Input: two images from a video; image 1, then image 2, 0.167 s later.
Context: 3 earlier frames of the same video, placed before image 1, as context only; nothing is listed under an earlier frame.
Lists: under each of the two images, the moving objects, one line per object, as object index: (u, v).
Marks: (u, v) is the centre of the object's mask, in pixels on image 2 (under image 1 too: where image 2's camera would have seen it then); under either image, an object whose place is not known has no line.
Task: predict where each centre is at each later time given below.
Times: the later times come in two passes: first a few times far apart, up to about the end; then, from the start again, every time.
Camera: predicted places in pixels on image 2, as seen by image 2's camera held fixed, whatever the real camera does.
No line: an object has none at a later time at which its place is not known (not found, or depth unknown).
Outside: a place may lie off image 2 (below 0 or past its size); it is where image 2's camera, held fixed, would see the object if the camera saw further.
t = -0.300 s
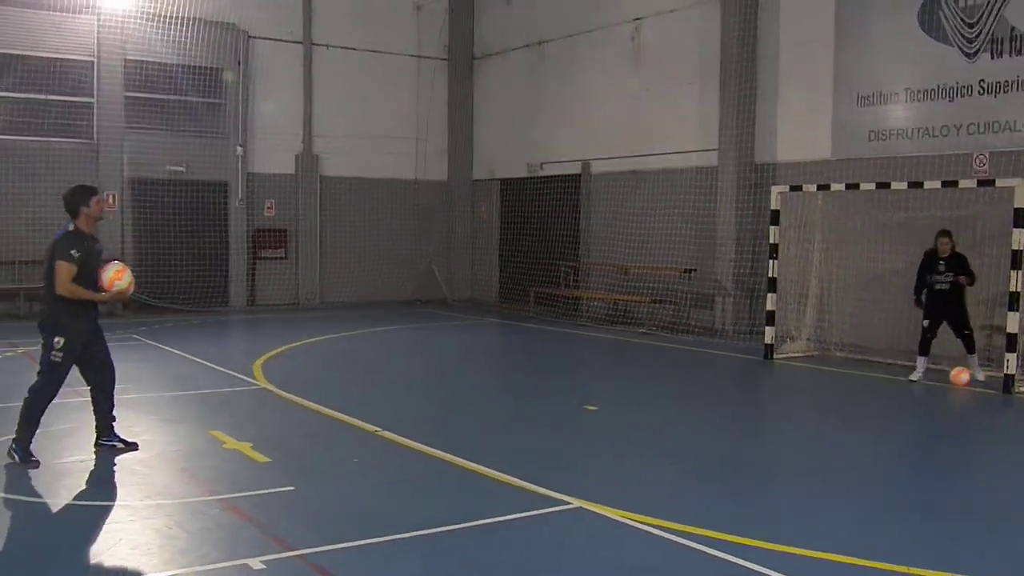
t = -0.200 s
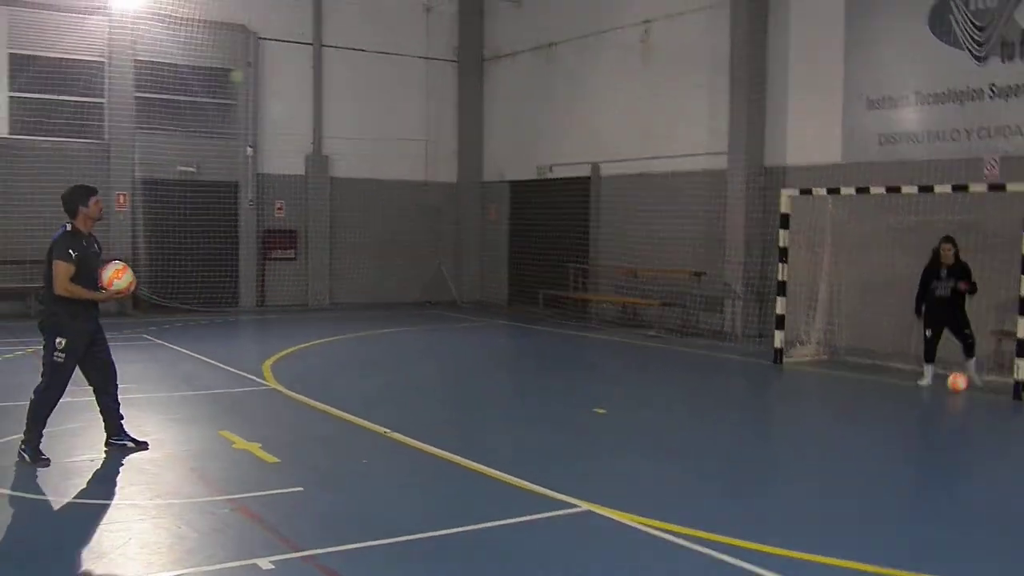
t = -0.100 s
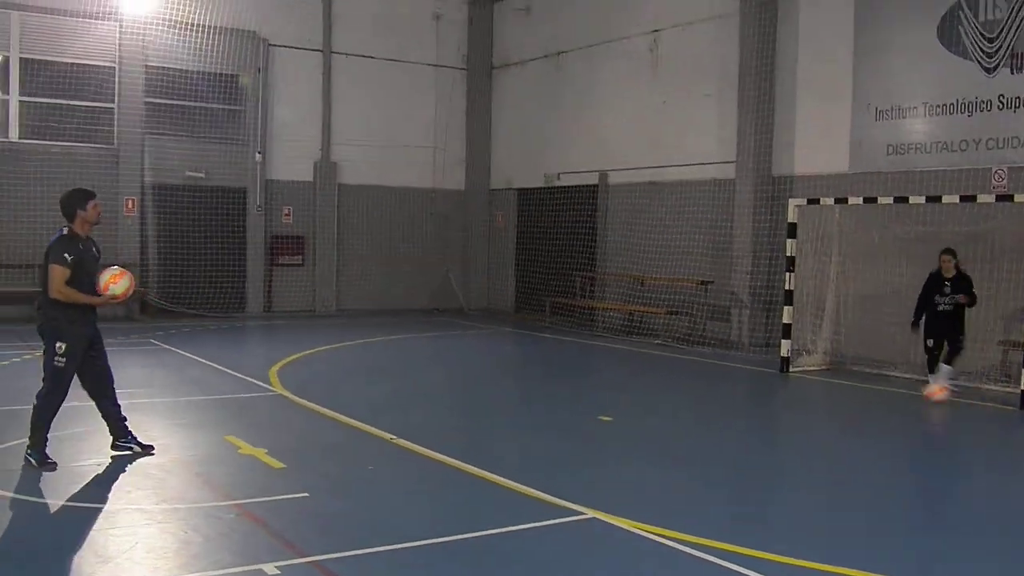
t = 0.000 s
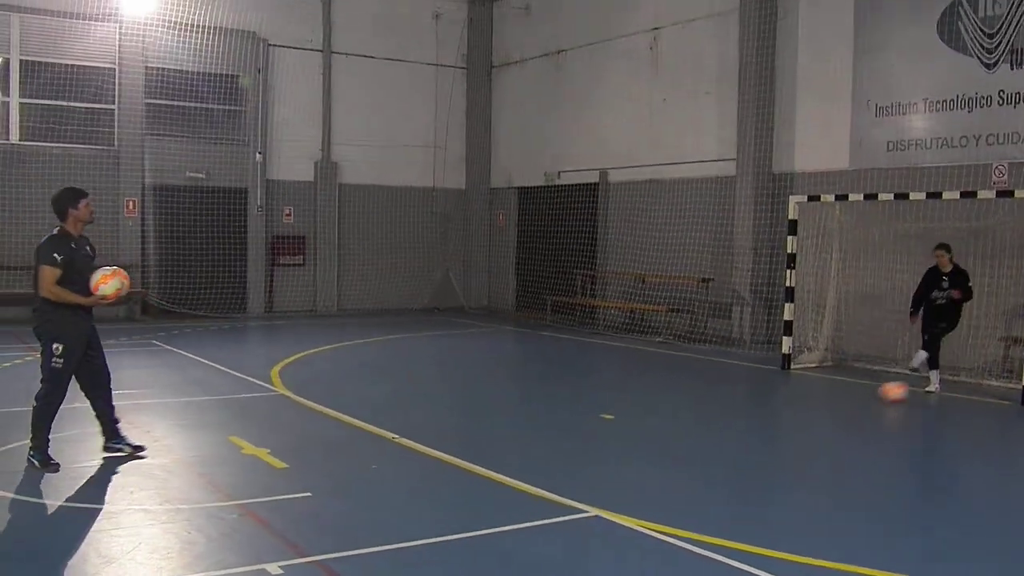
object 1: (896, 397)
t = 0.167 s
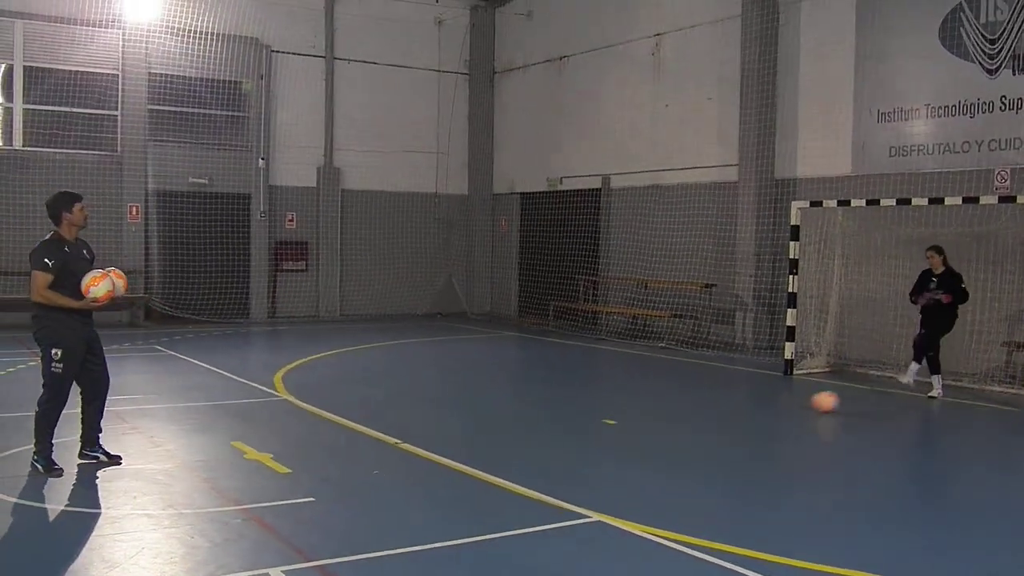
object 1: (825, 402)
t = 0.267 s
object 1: (786, 403)
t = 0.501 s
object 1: (691, 408)
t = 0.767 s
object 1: (573, 414)
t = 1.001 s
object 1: (460, 420)
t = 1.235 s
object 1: (343, 426)
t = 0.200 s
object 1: (812, 402)
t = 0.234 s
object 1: (799, 403)
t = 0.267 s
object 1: (786, 403)
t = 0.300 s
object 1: (772, 403)
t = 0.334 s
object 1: (760, 404)
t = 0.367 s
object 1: (746, 406)
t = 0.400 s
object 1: (733, 407)
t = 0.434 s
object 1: (719, 408)
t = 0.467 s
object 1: (706, 408)
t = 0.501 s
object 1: (691, 408)
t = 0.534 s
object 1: (677, 409)
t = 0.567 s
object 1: (662, 410)
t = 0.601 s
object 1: (648, 411)
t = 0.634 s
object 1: (633, 411)
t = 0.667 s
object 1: (618, 413)
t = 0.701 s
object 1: (603, 414)
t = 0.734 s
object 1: (588, 414)
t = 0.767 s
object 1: (573, 414)
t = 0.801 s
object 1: (557, 416)
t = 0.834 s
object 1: (541, 416)
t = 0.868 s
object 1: (525, 417)
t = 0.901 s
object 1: (510, 418)
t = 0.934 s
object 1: (493, 418)
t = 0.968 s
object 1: (478, 420)
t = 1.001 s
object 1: (460, 420)
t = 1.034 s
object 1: (444, 421)
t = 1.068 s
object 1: (428, 422)
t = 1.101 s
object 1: (411, 422)
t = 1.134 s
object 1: (394, 423)
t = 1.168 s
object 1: (378, 423)
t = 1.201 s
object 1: (360, 424)
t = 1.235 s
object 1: (343, 426)
